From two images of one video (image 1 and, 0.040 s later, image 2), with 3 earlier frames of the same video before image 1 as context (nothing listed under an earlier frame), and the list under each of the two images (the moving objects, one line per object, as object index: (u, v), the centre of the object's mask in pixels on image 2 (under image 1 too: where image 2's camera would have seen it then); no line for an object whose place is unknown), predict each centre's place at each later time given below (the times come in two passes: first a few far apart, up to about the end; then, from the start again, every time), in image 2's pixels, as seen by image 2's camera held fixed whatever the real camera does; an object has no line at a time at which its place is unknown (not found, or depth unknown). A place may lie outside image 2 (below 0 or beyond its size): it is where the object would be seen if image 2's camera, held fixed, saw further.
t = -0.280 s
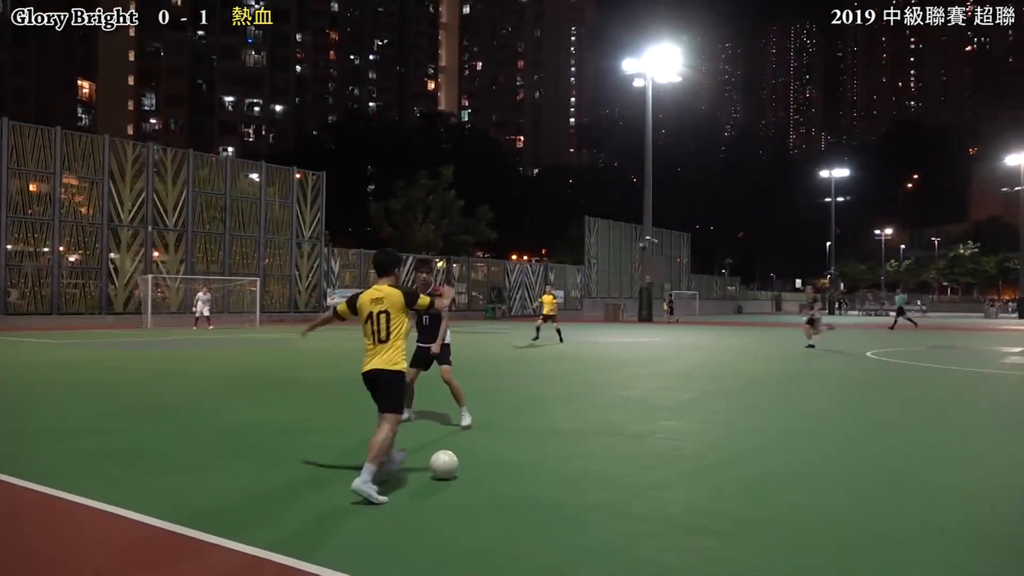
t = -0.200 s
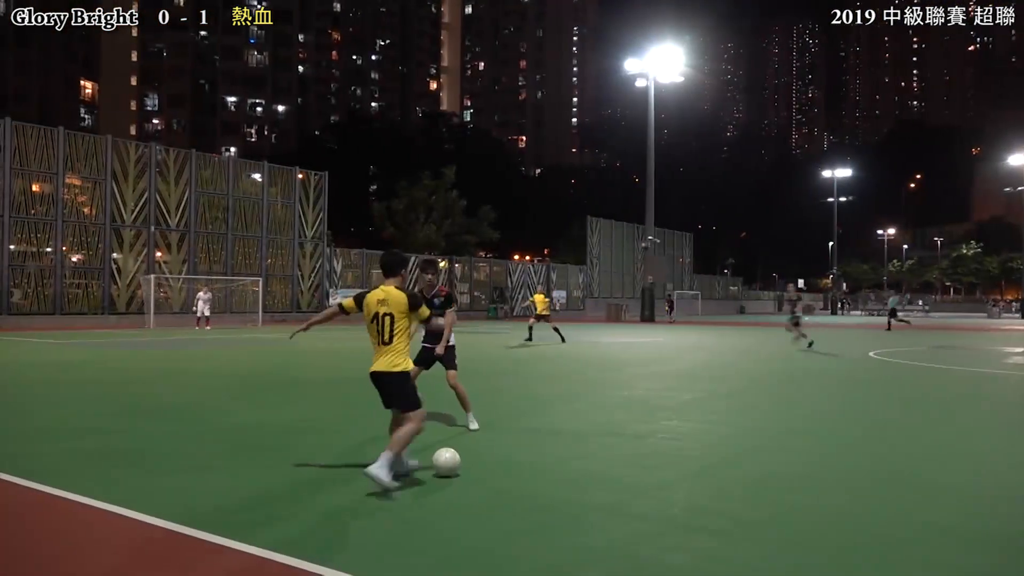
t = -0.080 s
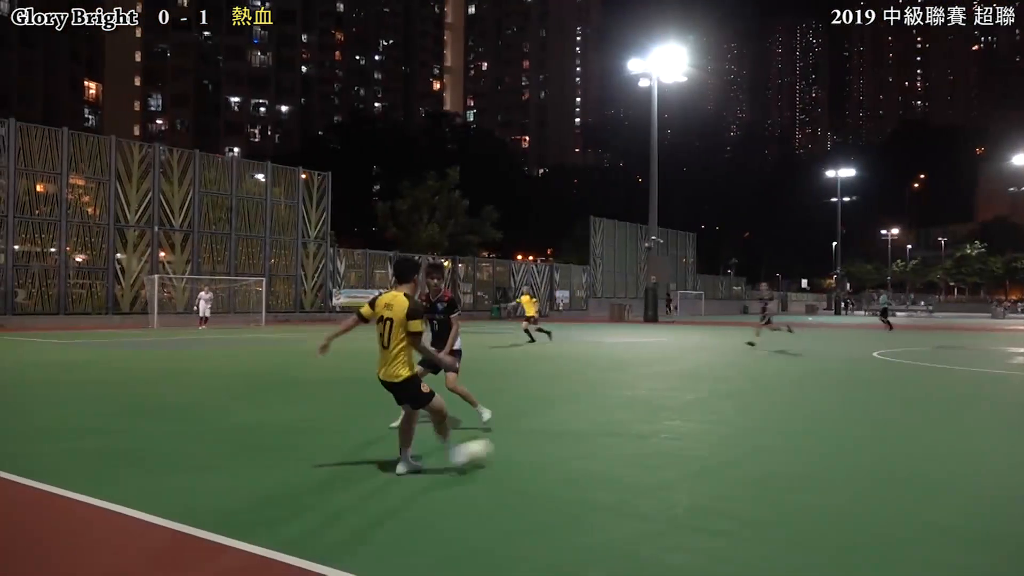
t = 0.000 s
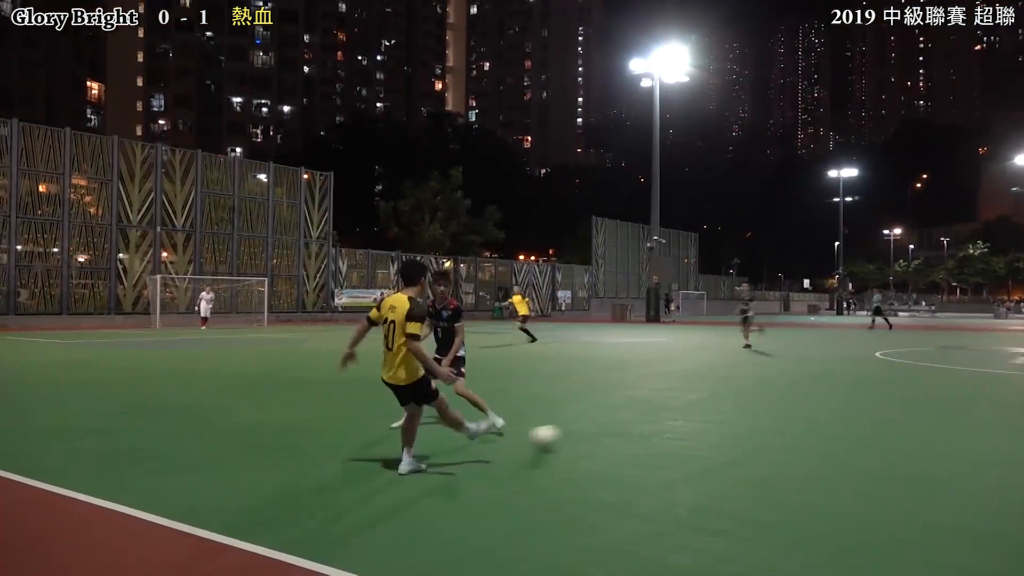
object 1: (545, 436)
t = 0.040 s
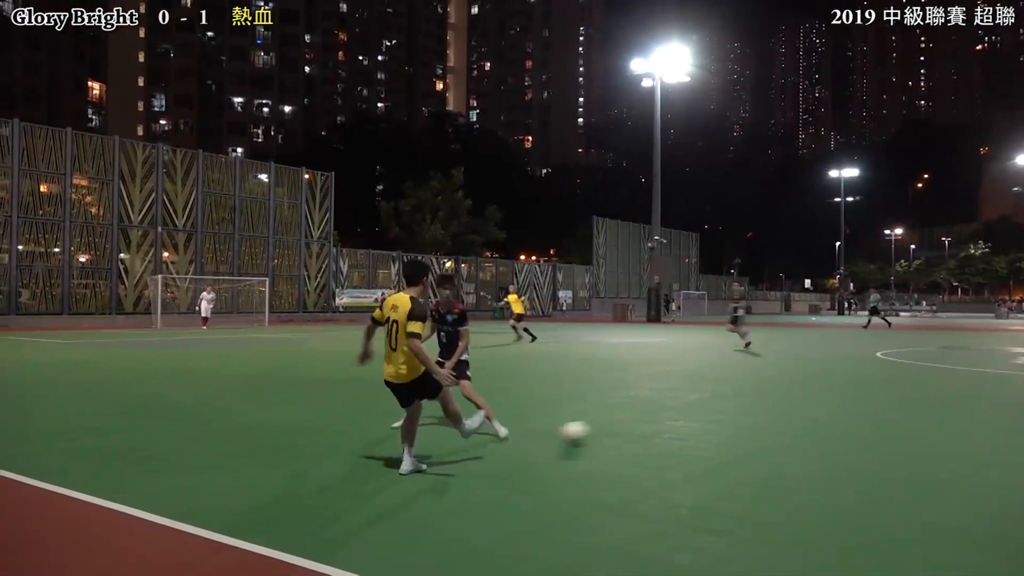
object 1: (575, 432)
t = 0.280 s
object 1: (693, 408)
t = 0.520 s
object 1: (768, 394)
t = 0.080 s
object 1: (600, 428)
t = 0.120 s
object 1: (623, 422)
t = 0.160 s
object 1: (643, 418)
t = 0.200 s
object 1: (661, 416)
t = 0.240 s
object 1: (679, 412)
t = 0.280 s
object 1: (693, 408)
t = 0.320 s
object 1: (707, 405)
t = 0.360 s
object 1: (721, 404)
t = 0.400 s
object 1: (733, 400)
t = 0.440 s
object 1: (746, 396)
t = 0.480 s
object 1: (758, 395)
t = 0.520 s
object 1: (768, 394)
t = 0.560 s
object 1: (779, 393)
